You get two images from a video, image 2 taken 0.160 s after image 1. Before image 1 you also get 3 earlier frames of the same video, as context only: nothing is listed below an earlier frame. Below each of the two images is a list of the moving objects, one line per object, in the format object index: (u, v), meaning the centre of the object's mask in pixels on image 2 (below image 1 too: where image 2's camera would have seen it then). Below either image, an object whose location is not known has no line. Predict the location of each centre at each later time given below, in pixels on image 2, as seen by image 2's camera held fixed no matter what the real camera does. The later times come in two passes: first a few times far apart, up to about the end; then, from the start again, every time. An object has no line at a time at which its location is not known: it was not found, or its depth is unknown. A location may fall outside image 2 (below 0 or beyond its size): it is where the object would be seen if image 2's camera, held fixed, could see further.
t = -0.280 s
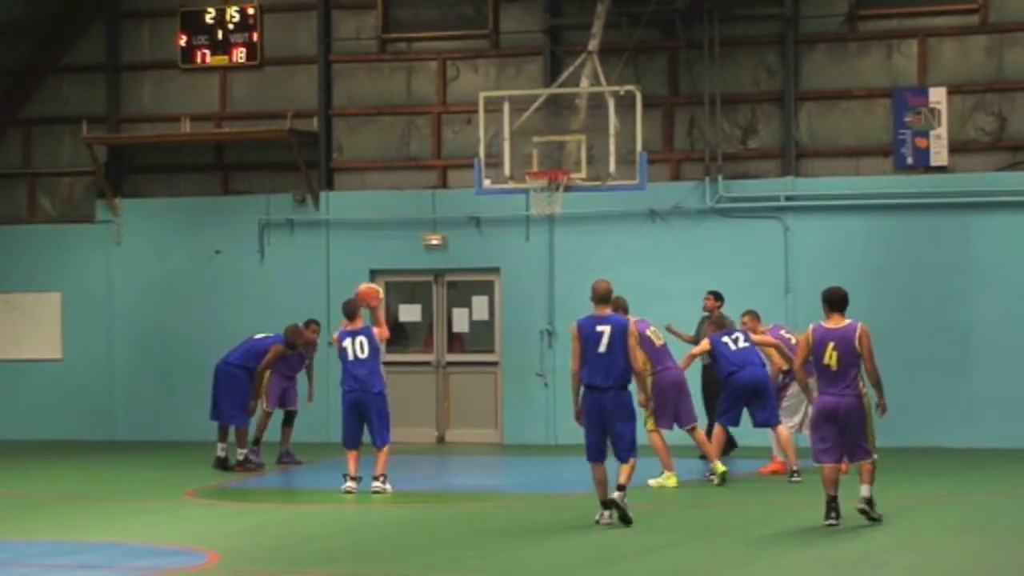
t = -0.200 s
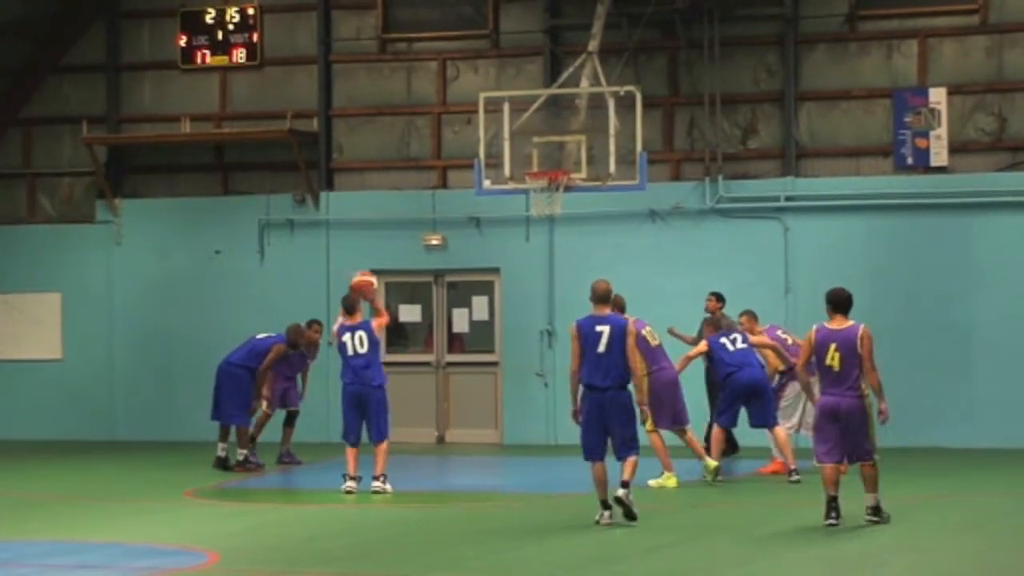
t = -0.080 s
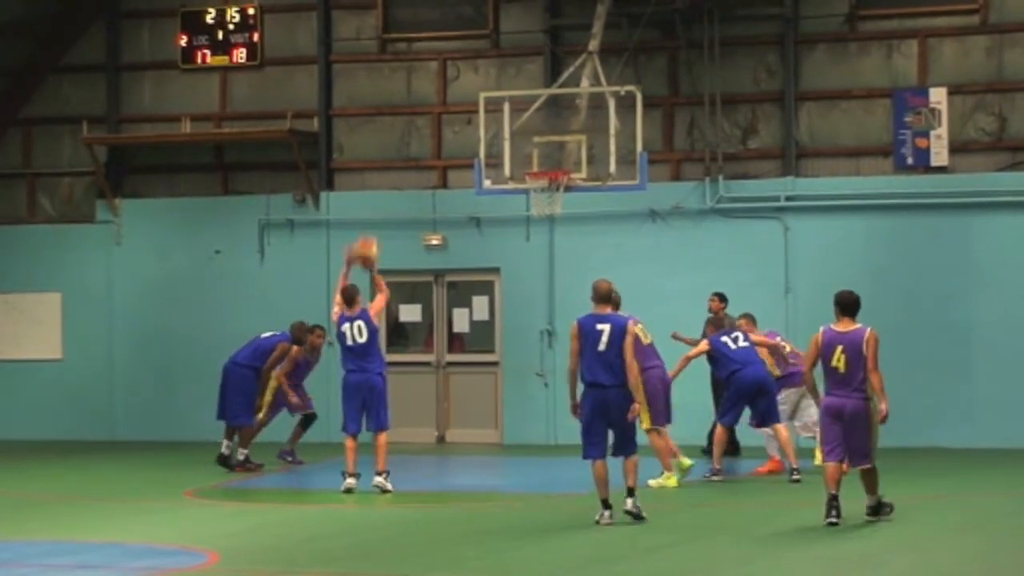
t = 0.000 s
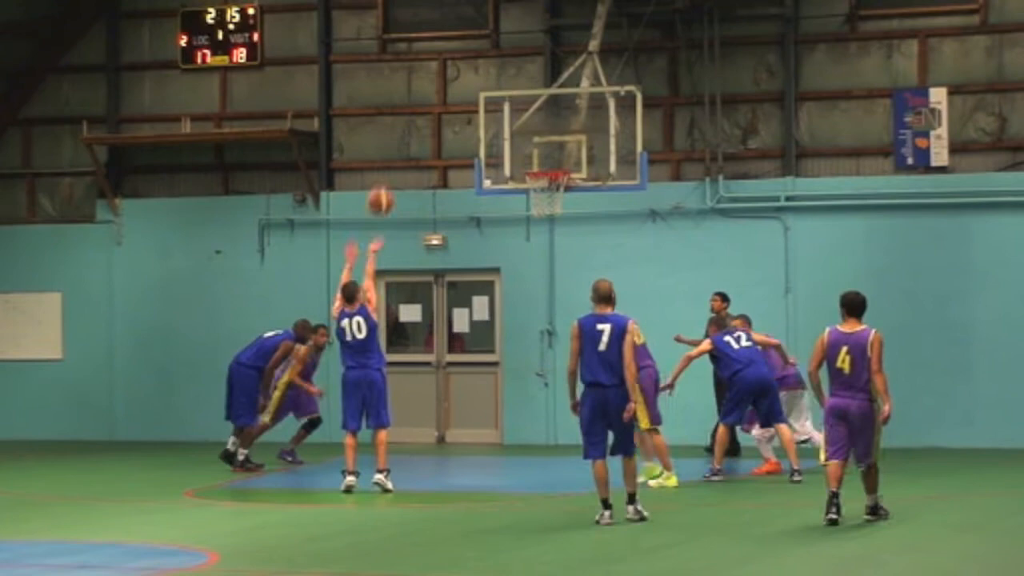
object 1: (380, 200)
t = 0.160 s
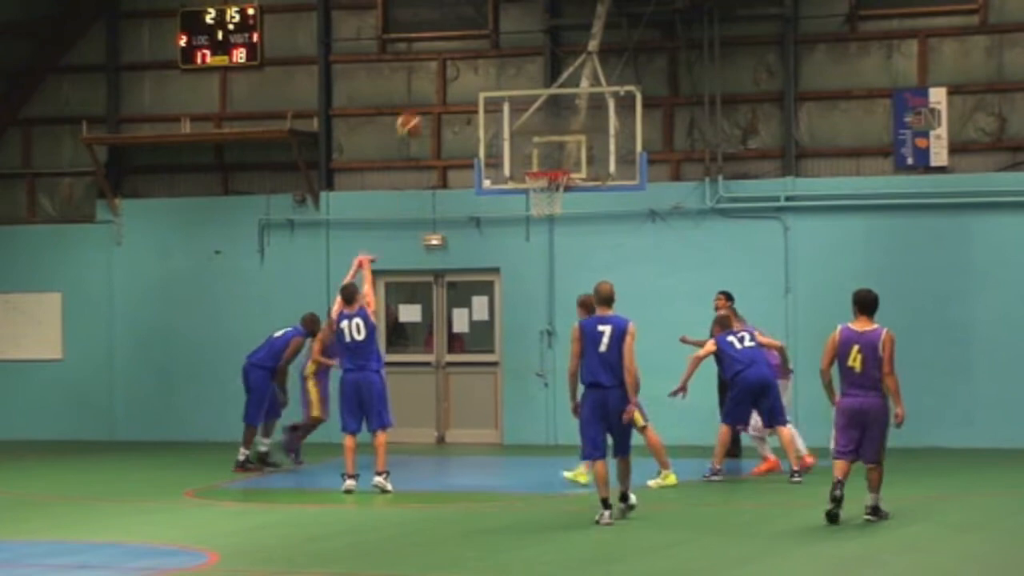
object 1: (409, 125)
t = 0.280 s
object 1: (431, 88)
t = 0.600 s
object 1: (487, 62)
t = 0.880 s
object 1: (535, 117)
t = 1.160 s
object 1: (554, 196)
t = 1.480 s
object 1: (529, 242)
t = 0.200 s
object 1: (416, 111)
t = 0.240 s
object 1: (424, 97)
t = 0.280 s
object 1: (431, 88)
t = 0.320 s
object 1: (438, 78)
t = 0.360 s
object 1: (447, 69)
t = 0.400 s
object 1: (452, 66)
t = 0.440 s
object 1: (461, 61)
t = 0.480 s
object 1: (467, 59)
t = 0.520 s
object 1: (474, 60)
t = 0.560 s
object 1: (480, 59)
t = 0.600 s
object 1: (487, 62)
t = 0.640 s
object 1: (493, 65)
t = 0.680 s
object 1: (501, 70)
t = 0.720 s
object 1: (508, 77)
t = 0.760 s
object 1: (513, 86)
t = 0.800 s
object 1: (522, 96)
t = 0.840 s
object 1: (525, 106)
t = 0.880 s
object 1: (535, 117)
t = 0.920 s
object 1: (538, 131)
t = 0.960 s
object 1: (546, 146)
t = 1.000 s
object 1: (552, 162)
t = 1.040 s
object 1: (556, 181)
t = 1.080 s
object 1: (559, 193)
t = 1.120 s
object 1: (559, 198)
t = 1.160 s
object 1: (554, 196)
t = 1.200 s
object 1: (553, 198)
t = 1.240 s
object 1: (547, 199)
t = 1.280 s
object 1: (545, 201)
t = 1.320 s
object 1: (542, 209)
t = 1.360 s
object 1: (539, 215)
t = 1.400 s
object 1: (535, 222)
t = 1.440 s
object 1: (532, 231)
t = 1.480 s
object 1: (529, 242)
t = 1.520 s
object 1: (527, 255)
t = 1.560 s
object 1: (525, 269)
